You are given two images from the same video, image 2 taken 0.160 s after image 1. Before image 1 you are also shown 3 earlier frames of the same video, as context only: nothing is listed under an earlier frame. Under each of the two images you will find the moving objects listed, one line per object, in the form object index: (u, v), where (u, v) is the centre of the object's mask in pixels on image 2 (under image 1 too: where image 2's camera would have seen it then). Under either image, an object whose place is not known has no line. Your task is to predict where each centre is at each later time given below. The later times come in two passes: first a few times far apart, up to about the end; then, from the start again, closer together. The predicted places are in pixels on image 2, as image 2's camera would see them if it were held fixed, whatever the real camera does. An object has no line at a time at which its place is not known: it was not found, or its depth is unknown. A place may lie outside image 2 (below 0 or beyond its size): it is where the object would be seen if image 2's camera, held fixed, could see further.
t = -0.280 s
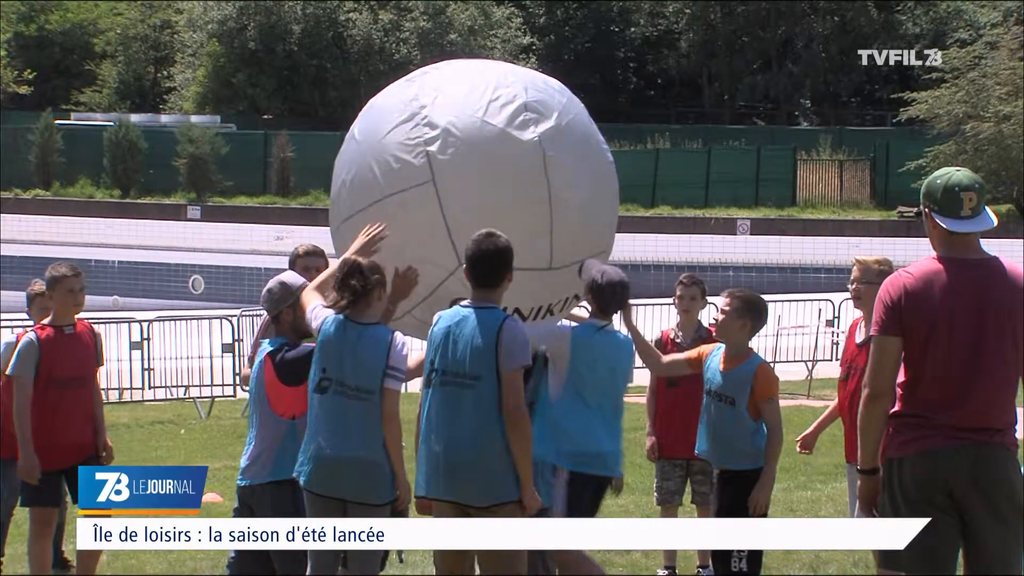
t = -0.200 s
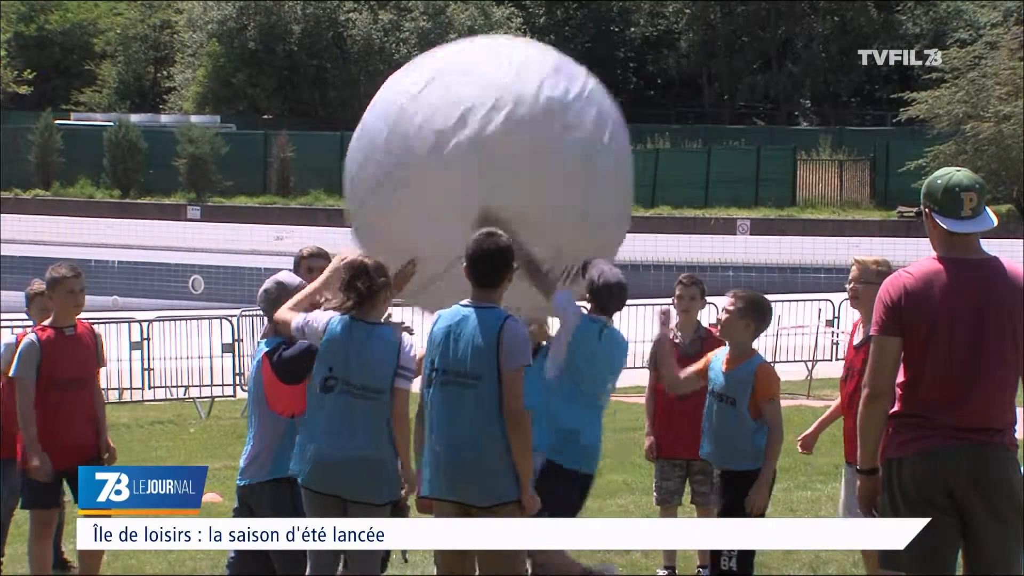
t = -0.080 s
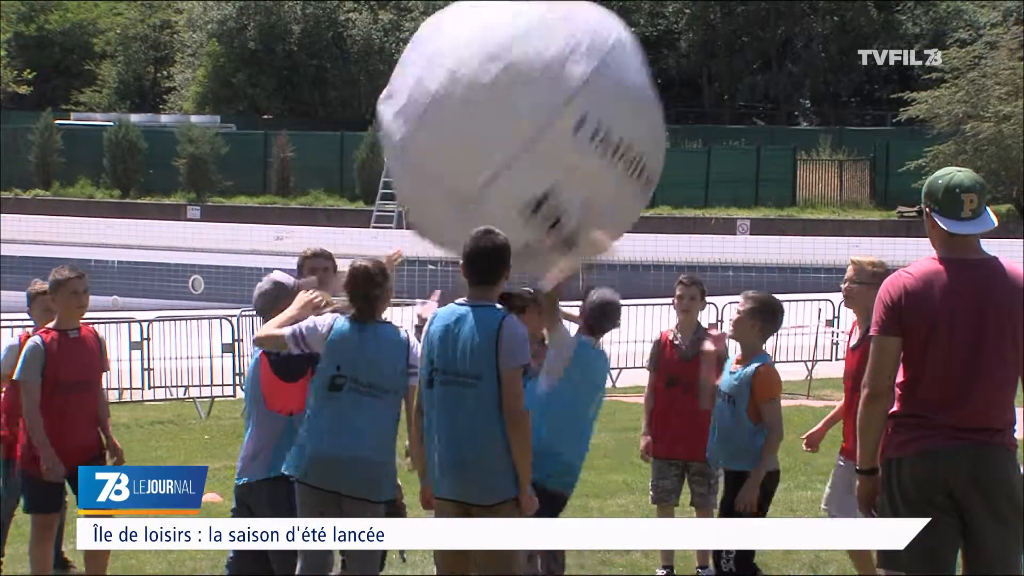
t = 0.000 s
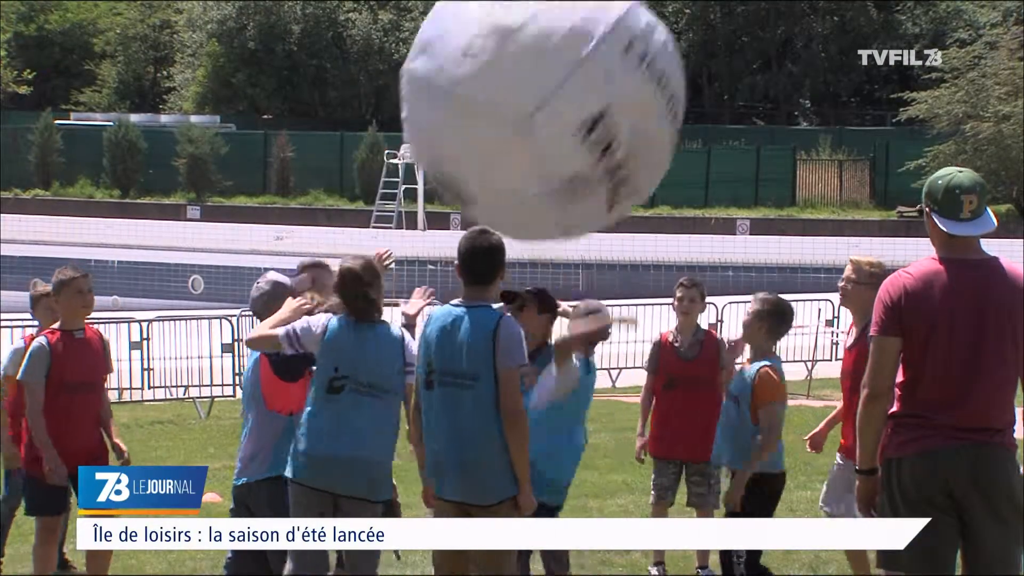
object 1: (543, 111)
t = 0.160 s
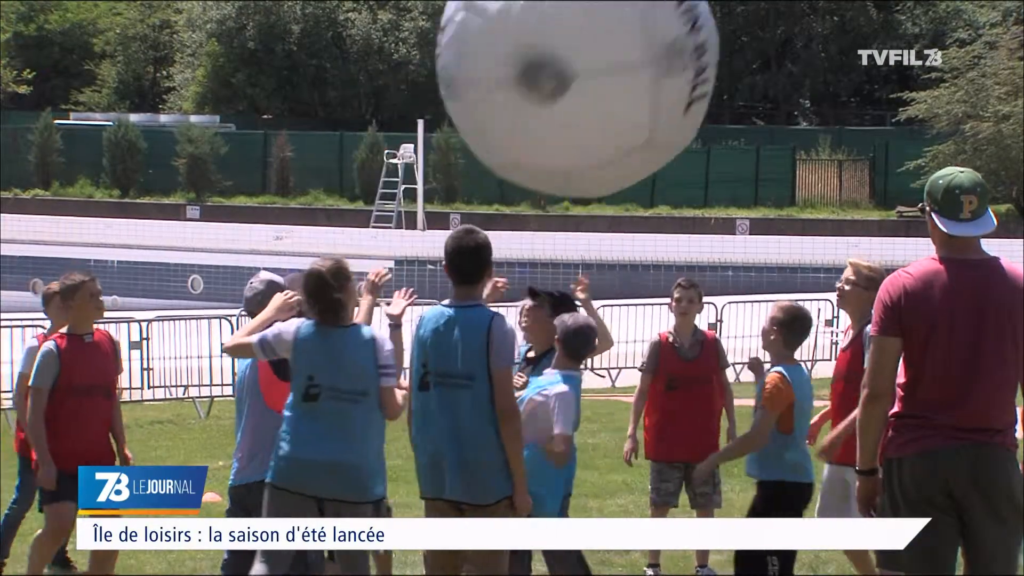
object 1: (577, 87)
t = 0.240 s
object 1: (591, 82)
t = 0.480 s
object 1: (616, 93)
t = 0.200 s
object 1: (583, 84)
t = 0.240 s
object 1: (591, 82)
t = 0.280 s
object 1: (596, 81)
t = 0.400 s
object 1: (609, 86)
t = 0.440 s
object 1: (612, 89)
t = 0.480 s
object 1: (616, 93)
